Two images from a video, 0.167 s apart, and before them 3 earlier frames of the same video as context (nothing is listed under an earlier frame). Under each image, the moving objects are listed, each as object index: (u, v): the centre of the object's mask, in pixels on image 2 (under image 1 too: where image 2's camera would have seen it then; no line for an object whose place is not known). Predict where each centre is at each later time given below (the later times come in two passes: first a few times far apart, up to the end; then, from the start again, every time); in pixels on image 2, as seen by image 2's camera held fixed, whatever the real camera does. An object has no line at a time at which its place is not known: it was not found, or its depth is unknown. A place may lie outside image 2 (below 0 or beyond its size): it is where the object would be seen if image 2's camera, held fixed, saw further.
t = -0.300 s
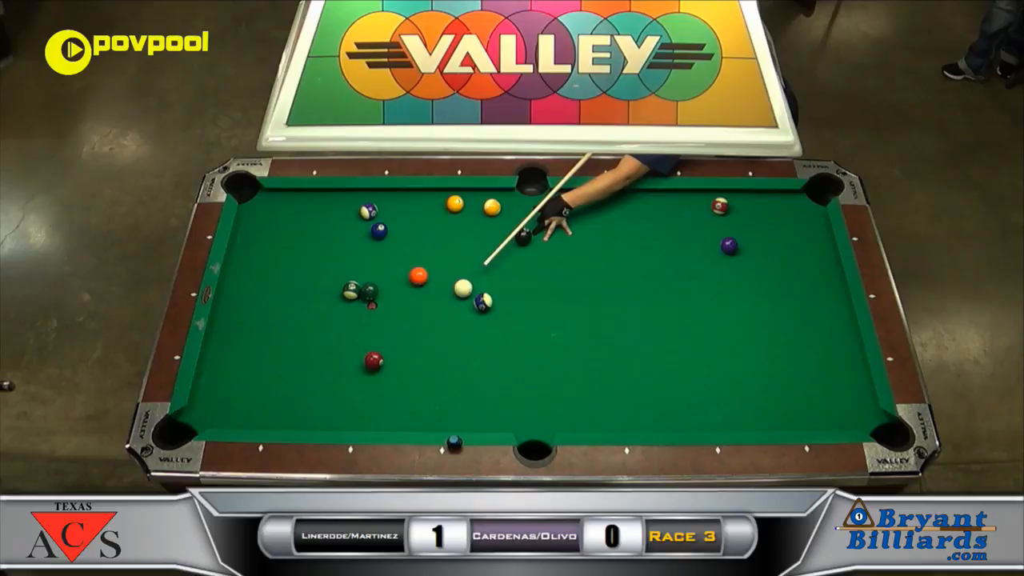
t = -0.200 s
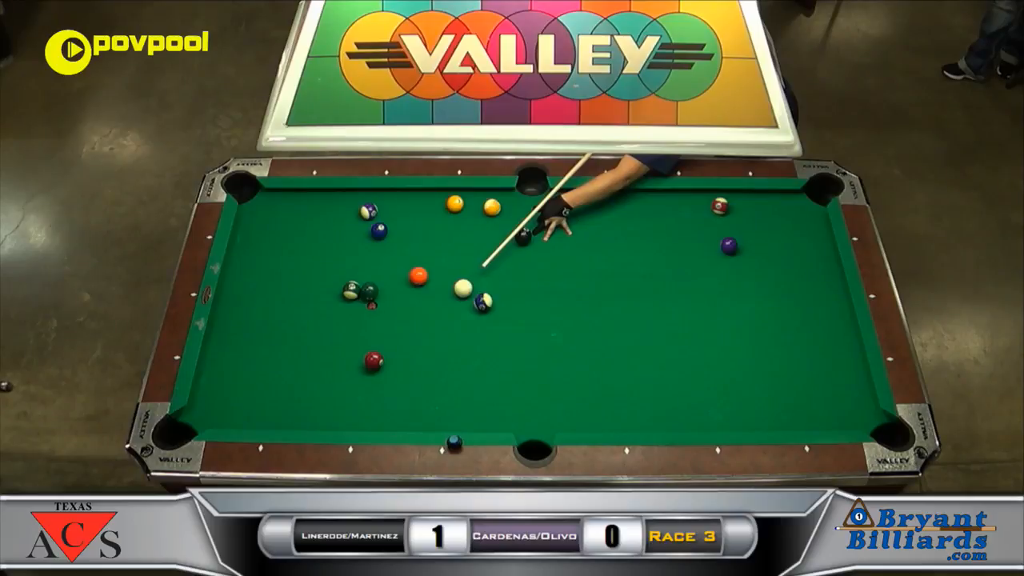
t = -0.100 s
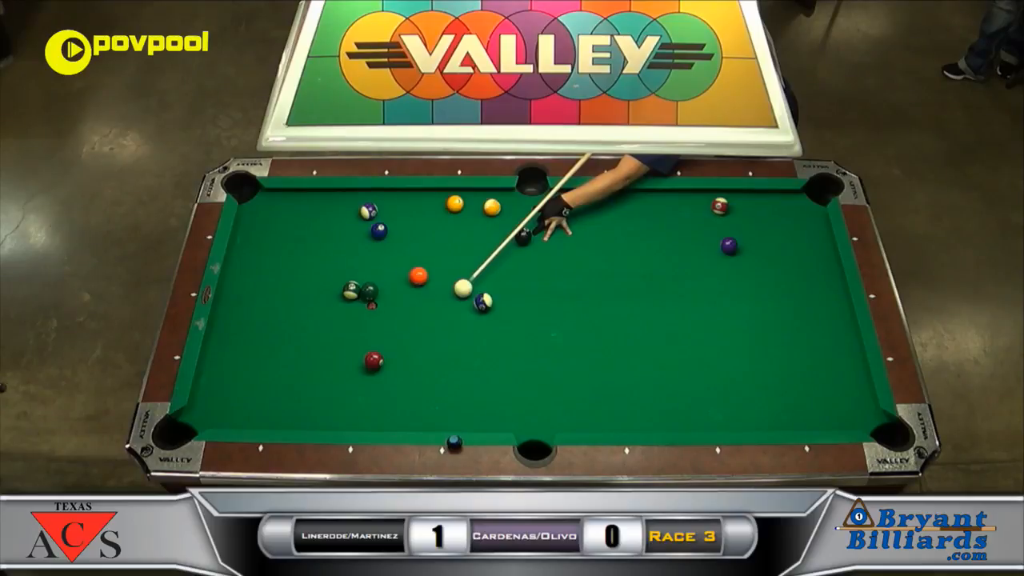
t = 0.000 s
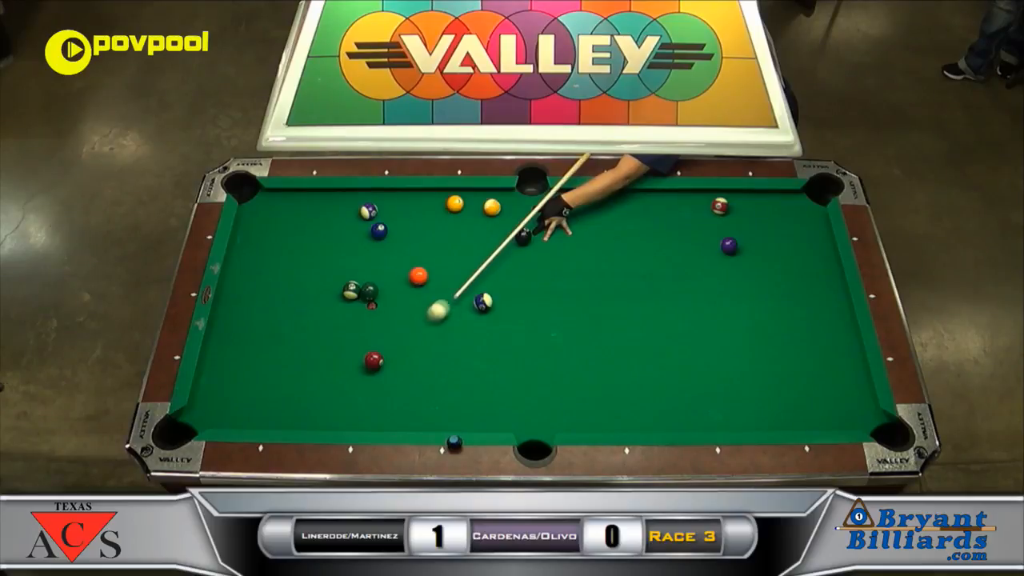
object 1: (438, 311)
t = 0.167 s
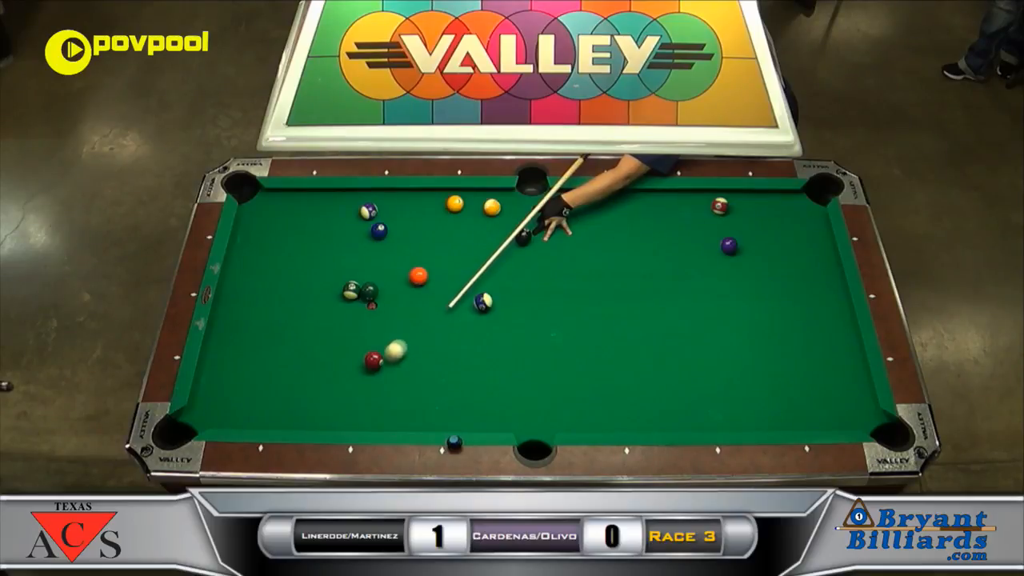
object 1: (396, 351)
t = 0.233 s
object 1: (393, 362)
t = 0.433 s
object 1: (390, 394)
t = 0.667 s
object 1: (386, 422)
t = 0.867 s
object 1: (391, 404)
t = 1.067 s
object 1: (395, 387)
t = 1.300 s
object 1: (400, 369)
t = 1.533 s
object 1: (404, 353)
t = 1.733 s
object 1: (408, 340)
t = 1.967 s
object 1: (412, 327)
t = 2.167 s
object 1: (416, 317)
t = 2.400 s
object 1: (420, 306)
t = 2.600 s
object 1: (423, 298)
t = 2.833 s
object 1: (427, 290)
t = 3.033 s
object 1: (431, 285)
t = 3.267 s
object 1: (435, 282)
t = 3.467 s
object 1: (438, 279)
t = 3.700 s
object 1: (441, 278)
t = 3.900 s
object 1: (442, 278)
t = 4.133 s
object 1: (443, 277)
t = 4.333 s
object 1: (443, 277)
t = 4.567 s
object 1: (442, 277)
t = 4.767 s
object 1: (442, 277)
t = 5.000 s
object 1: (442, 277)
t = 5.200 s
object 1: (442, 277)
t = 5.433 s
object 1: (442, 277)
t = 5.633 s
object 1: (442, 277)
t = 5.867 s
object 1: (442, 277)
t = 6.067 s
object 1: (442, 277)
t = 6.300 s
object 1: (442, 277)
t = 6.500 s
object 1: (442, 277)
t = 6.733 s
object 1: (442, 277)
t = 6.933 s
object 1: (442, 277)
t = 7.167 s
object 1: (442, 277)
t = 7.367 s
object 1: (442, 277)
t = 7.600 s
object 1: (442, 277)
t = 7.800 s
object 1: (442, 277)
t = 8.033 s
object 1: (442, 277)
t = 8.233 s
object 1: (442, 277)
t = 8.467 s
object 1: (442, 277)
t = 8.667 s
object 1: (442, 277)
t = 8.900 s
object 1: (442, 277)
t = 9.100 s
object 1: (442, 277)
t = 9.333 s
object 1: (442, 277)
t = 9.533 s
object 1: (443, 277)
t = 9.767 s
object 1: (442, 277)
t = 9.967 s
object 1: (442, 277)
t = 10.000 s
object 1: (442, 277)
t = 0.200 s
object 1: (393, 357)
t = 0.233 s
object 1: (393, 362)
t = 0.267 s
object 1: (393, 367)
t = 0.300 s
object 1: (393, 372)
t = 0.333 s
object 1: (392, 378)
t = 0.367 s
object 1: (391, 383)
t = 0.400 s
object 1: (390, 388)
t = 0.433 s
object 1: (390, 394)
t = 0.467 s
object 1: (389, 399)
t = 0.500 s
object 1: (388, 405)
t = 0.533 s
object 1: (387, 410)
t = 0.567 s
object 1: (387, 415)
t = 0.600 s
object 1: (386, 420)
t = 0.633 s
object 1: (385, 424)
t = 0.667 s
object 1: (386, 422)
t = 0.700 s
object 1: (387, 419)
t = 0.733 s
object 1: (388, 416)
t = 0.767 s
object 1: (388, 413)
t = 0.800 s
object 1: (389, 410)
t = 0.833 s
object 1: (390, 407)
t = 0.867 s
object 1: (391, 404)
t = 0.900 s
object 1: (391, 401)
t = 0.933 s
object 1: (392, 398)
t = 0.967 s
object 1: (393, 396)
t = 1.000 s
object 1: (394, 393)
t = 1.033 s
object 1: (394, 390)
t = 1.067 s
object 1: (395, 387)
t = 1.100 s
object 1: (396, 385)
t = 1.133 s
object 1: (396, 382)
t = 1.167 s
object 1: (397, 380)
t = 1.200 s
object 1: (398, 377)
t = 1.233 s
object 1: (398, 374)
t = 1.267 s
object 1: (399, 372)
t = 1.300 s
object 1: (400, 369)
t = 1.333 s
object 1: (400, 367)
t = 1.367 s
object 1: (401, 364)
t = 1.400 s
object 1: (402, 362)
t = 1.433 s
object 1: (402, 360)
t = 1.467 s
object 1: (403, 357)
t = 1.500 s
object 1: (404, 355)
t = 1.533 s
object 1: (404, 353)
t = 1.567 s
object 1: (405, 351)
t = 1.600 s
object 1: (405, 349)
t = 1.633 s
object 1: (406, 347)
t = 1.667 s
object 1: (407, 345)
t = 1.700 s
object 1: (407, 343)
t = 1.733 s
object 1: (408, 340)
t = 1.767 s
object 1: (408, 339)
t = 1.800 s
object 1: (409, 336)
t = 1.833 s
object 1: (410, 335)
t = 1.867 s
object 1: (410, 333)
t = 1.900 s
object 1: (411, 331)
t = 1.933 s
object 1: (412, 329)
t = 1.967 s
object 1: (412, 327)
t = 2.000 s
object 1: (413, 325)
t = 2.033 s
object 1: (413, 324)
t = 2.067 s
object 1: (414, 322)
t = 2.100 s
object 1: (415, 320)
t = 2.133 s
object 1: (415, 319)
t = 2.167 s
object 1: (416, 317)
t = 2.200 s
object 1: (416, 315)
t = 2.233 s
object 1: (417, 314)
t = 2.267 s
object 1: (417, 312)
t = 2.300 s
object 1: (418, 311)
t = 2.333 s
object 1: (419, 309)
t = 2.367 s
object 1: (419, 308)
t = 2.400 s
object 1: (420, 306)
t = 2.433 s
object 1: (421, 305)
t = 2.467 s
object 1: (421, 304)
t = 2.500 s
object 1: (422, 302)
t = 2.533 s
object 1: (422, 301)
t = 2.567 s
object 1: (423, 300)
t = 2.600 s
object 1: (423, 298)
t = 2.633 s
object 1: (424, 297)
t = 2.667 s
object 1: (424, 296)
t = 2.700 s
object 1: (425, 295)
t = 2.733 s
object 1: (426, 294)
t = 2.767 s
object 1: (426, 293)
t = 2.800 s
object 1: (427, 291)
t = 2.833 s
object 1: (427, 290)
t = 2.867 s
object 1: (428, 289)
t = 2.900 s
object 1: (428, 288)
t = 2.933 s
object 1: (429, 287)
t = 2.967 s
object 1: (429, 286)
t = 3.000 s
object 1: (430, 286)
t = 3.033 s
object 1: (431, 285)
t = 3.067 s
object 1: (431, 285)
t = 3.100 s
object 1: (432, 284)
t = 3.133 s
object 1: (433, 284)
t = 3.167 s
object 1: (433, 283)
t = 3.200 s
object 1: (434, 283)
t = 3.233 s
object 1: (434, 282)
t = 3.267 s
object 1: (435, 282)
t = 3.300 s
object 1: (435, 281)
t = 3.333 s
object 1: (436, 281)
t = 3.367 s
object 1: (436, 280)
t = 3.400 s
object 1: (437, 280)
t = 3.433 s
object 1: (437, 280)
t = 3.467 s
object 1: (438, 279)
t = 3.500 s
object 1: (438, 279)
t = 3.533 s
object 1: (439, 279)
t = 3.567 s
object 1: (439, 279)
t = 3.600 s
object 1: (440, 279)
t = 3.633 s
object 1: (440, 278)
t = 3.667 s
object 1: (440, 278)
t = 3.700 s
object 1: (441, 278)
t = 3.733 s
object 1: (441, 278)
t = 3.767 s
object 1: (441, 278)
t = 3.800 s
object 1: (441, 278)
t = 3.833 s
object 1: (442, 278)
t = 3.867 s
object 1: (442, 278)
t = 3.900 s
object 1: (442, 278)
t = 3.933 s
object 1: (442, 278)
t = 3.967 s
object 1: (442, 278)
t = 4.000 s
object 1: (442, 278)
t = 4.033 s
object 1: (443, 277)
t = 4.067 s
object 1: (443, 277)
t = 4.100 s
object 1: (443, 277)
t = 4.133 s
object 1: (443, 277)
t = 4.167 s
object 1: (443, 277)
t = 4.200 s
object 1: (443, 277)
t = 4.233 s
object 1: (443, 277)
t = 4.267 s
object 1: (443, 277)
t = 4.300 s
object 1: (443, 277)
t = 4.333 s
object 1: (443, 277)
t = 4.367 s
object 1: (443, 277)
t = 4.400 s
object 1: (443, 277)
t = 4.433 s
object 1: (443, 277)
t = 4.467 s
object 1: (442, 277)
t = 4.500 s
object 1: (443, 277)
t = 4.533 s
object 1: (443, 277)
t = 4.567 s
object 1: (442, 277)
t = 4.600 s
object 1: (443, 277)
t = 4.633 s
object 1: (442, 277)
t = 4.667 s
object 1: (443, 277)
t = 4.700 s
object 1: (442, 277)
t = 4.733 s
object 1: (442, 277)
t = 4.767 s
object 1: (442, 277)
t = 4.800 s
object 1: (443, 277)
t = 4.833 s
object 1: (442, 278)
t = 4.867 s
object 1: (442, 278)
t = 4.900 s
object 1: (442, 278)
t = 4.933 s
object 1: (442, 278)
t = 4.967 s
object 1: (442, 277)
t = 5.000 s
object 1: (442, 277)
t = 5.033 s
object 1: (442, 277)
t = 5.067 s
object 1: (442, 277)
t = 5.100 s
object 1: (442, 277)
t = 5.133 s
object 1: (442, 278)
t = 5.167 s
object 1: (442, 278)
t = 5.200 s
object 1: (442, 277)
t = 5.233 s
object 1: (442, 277)
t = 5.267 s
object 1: (442, 277)
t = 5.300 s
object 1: (442, 278)
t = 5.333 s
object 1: (442, 277)
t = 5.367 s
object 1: (442, 278)
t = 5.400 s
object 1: (442, 278)
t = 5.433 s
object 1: (442, 277)
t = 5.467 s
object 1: (442, 277)
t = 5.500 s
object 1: (442, 277)
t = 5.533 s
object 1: (442, 277)
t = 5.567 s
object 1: (442, 277)
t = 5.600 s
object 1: (442, 278)
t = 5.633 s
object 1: (442, 277)
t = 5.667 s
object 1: (442, 278)
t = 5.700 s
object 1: (442, 277)
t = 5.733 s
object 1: (442, 277)
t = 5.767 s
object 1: (442, 277)
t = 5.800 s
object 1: (442, 278)
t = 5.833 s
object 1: (442, 277)
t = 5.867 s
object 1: (442, 277)
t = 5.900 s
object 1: (442, 277)
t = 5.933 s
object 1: (442, 277)
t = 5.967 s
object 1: (442, 278)
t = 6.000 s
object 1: (442, 278)
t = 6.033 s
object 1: (442, 277)
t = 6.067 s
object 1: (442, 277)
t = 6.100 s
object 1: (442, 277)
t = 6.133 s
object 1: (442, 278)
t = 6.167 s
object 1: (442, 278)
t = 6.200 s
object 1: (442, 277)
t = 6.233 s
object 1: (442, 277)
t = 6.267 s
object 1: (442, 277)
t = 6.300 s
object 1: (442, 277)
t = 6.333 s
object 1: (442, 277)
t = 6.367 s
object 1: (442, 277)
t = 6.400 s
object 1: (442, 277)
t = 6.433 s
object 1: (442, 277)
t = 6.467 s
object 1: (442, 277)
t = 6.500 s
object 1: (442, 277)
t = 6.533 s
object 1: (442, 277)
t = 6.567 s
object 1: (442, 277)
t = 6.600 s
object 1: (442, 277)
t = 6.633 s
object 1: (442, 277)
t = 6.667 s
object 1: (442, 277)
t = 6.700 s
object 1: (442, 277)
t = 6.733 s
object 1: (442, 277)
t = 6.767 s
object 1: (442, 277)
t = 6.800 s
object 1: (442, 277)
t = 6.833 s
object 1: (442, 277)
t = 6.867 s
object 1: (442, 277)
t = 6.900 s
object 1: (442, 277)
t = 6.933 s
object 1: (442, 277)
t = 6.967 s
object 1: (442, 277)
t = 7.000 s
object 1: (442, 277)
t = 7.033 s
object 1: (442, 277)
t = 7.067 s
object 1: (442, 277)
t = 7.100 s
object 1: (442, 277)
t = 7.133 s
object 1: (442, 277)
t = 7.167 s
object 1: (442, 277)
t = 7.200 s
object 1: (442, 277)
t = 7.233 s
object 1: (442, 277)
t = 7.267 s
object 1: (442, 277)
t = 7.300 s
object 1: (442, 277)
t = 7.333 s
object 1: (442, 277)
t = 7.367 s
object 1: (442, 277)
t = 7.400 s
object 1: (442, 277)
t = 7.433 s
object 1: (442, 277)
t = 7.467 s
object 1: (442, 277)
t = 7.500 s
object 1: (442, 277)
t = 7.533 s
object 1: (442, 277)
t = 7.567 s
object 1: (442, 277)
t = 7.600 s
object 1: (442, 277)
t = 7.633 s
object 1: (442, 277)
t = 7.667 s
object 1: (442, 277)
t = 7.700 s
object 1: (442, 277)
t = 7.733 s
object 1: (442, 277)
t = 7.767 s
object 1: (442, 277)
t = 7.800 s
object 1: (442, 277)
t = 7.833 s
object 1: (442, 277)
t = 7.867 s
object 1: (442, 277)
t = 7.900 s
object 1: (442, 277)
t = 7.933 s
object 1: (442, 277)
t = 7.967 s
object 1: (442, 277)
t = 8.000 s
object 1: (442, 277)
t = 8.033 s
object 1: (442, 277)
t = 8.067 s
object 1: (442, 277)
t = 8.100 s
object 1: (442, 277)
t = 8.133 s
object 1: (442, 277)
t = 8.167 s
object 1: (442, 277)
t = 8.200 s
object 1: (442, 277)
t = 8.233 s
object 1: (442, 277)
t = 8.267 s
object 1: (442, 277)
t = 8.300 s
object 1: (442, 277)
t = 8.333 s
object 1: (442, 277)
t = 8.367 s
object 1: (442, 277)
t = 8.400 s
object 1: (442, 277)
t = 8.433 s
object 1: (442, 277)
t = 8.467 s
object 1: (442, 277)
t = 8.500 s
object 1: (442, 277)
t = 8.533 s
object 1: (442, 277)
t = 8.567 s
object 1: (442, 277)
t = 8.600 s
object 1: (442, 278)
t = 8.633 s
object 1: (442, 277)
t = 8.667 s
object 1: (442, 277)
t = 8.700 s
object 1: (442, 277)
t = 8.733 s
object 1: (442, 277)
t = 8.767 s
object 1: (442, 277)
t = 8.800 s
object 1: (442, 277)
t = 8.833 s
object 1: (442, 277)
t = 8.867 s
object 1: (442, 277)
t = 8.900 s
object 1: (442, 277)
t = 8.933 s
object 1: (442, 277)
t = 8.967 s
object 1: (442, 277)
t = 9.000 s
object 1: (442, 277)
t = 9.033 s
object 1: (442, 277)
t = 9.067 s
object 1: (442, 277)
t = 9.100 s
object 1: (442, 277)
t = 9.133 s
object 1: (442, 277)
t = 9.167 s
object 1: (442, 277)
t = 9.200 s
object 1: (442, 277)
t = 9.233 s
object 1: (443, 277)
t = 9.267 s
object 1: (443, 277)
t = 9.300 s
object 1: (442, 277)
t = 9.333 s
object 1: (442, 277)
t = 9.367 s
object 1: (442, 277)
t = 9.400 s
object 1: (442, 277)
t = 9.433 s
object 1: (442, 277)
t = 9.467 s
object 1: (442, 277)
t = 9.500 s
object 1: (442, 277)
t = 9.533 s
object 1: (443, 277)
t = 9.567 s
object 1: (442, 277)
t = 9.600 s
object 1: (442, 277)
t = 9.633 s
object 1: (443, 277)
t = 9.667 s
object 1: (443, 277)
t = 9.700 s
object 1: (442, 277)
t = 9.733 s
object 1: (443, 277)
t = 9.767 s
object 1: (442, 277)
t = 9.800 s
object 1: (442, 277)
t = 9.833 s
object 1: (442, 277)
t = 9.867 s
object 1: (442, 277)
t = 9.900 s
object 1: (442, 277)
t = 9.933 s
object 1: (442, 277)
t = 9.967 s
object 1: (442, 277)
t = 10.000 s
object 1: (442, 277)
